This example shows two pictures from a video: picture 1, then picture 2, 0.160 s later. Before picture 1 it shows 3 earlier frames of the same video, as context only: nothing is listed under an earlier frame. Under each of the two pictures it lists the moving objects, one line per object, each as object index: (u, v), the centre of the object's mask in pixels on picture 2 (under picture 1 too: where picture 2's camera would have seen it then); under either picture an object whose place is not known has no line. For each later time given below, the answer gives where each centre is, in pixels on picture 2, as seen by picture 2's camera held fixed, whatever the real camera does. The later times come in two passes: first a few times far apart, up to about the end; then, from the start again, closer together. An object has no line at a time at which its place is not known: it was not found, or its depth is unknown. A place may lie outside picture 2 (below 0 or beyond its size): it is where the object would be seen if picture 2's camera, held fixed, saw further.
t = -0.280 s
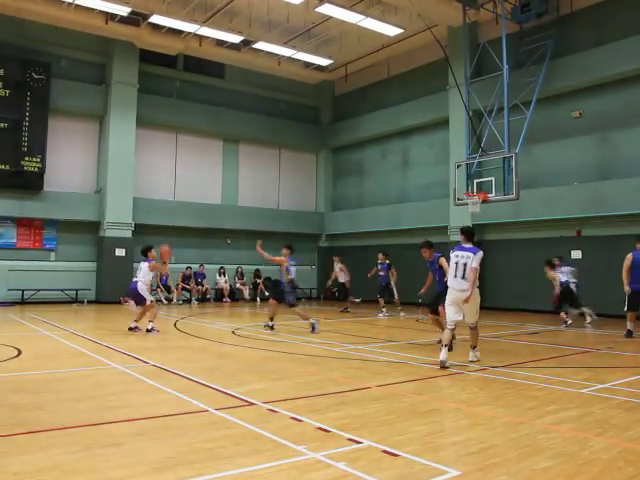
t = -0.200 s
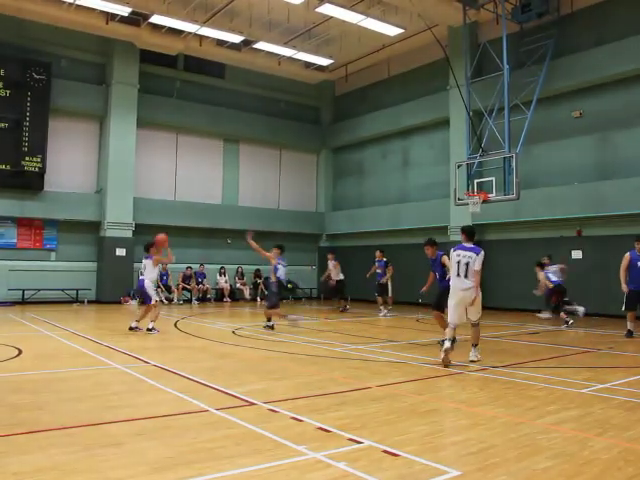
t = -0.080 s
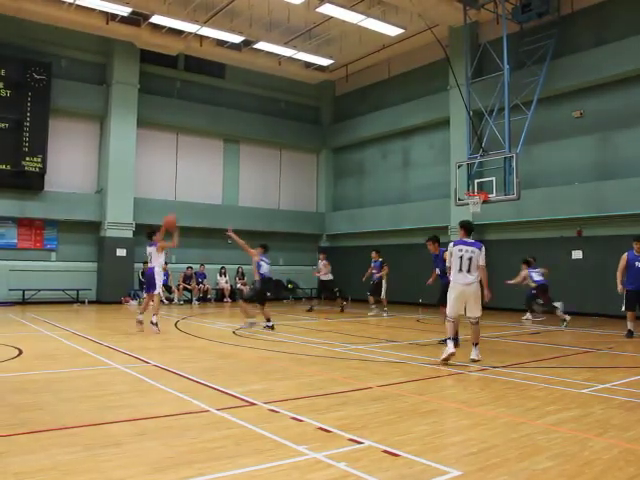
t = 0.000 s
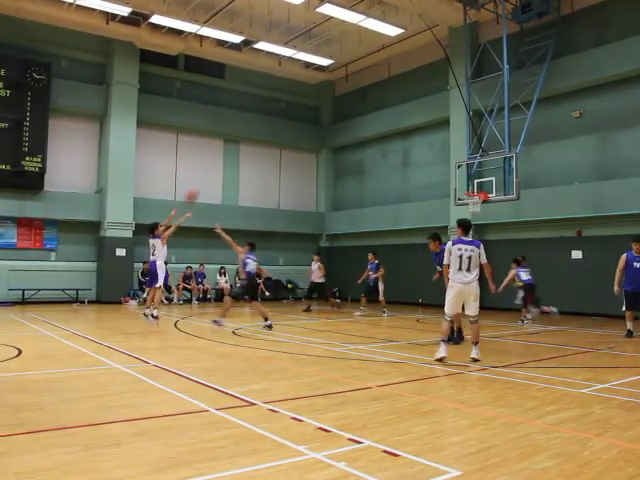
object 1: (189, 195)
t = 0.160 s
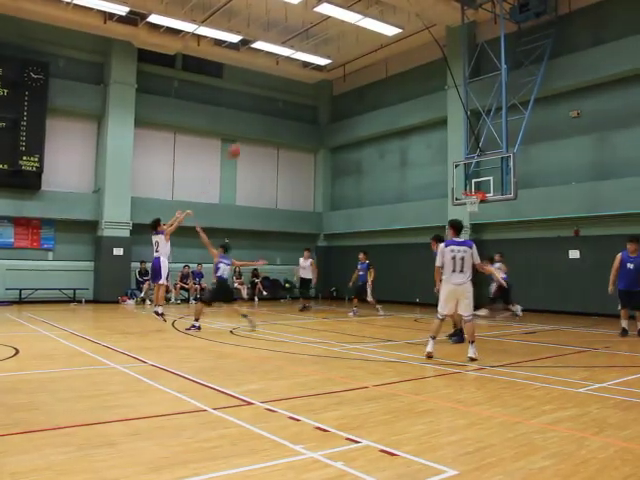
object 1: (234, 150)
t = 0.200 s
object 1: (245, 141)
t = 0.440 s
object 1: (305, 108)
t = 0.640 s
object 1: (350, 102)
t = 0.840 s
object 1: (392, 111)
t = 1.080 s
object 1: (439, 144)
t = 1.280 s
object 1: (475, 187)
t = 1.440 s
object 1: (458, 207)
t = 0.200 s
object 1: (245, 141)
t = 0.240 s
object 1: (255, 134)
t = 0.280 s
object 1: (266, 127)
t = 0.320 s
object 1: (275, 121)
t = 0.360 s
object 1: (285, 116)
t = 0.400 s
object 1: (295, 112)
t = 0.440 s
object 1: (305, 108)
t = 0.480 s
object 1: (315, 106)
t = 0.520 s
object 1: (323, 104)
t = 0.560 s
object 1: (332, 103)
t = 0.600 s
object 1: (341, 102)
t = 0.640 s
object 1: (350, 102)
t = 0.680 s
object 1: (358, 102)
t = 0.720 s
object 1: (367, 103)
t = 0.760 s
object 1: (375, 105)
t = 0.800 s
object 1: (383, 108)
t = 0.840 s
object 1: (392, 111)
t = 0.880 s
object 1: (400, 116)
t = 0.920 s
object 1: (408, 120)
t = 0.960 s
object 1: (416, 125)
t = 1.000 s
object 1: (423, 131)
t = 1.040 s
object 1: (431, 137)
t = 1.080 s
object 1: (439, 144)
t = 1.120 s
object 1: (445, 152)
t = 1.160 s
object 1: (454, 161)
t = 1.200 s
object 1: (460, 168)
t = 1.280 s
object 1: (475, 187)
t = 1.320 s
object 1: (480, 193)
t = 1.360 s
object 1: (467, 203)
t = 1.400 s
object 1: (462, 205)
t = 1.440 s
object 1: (458, 207)
